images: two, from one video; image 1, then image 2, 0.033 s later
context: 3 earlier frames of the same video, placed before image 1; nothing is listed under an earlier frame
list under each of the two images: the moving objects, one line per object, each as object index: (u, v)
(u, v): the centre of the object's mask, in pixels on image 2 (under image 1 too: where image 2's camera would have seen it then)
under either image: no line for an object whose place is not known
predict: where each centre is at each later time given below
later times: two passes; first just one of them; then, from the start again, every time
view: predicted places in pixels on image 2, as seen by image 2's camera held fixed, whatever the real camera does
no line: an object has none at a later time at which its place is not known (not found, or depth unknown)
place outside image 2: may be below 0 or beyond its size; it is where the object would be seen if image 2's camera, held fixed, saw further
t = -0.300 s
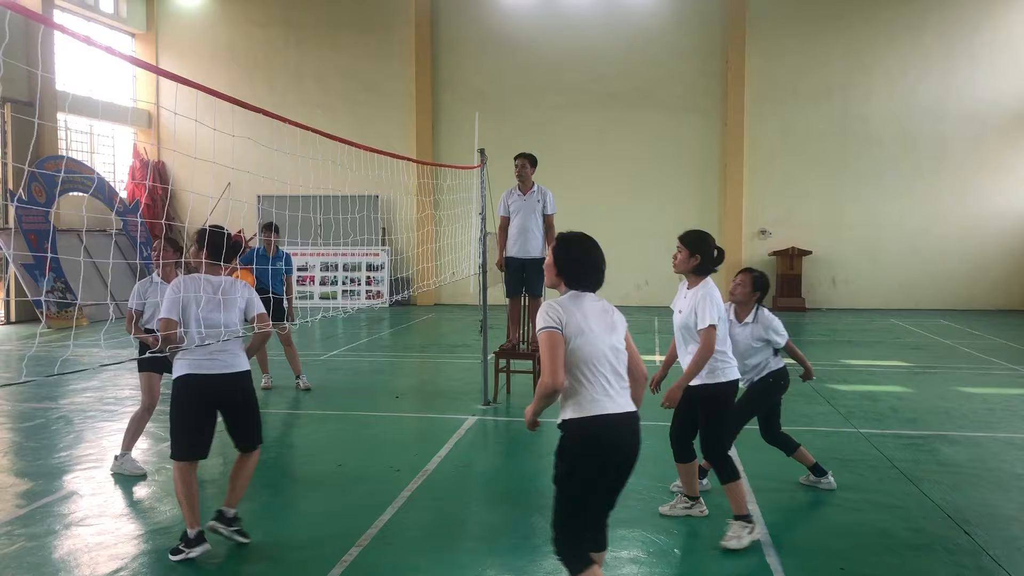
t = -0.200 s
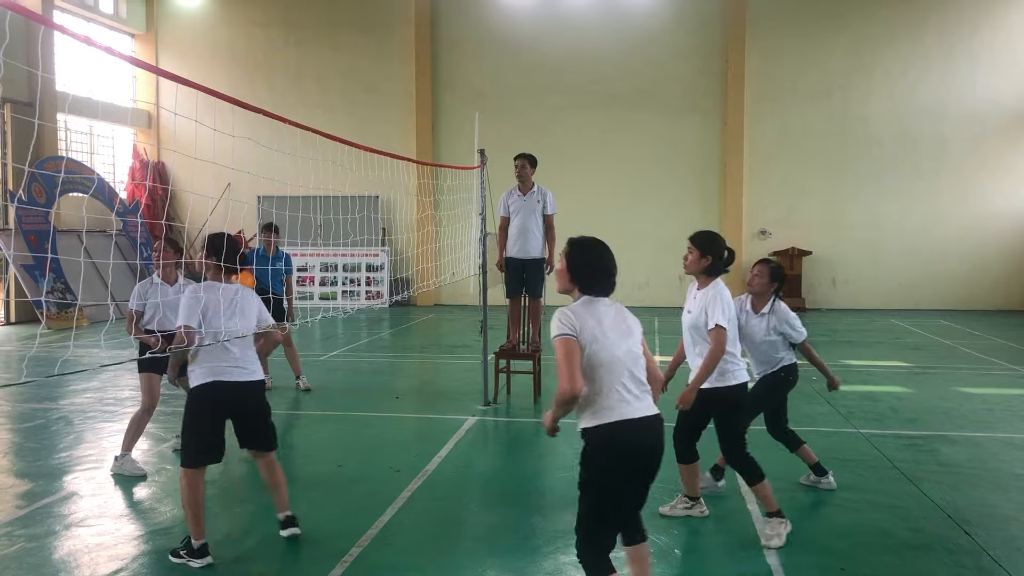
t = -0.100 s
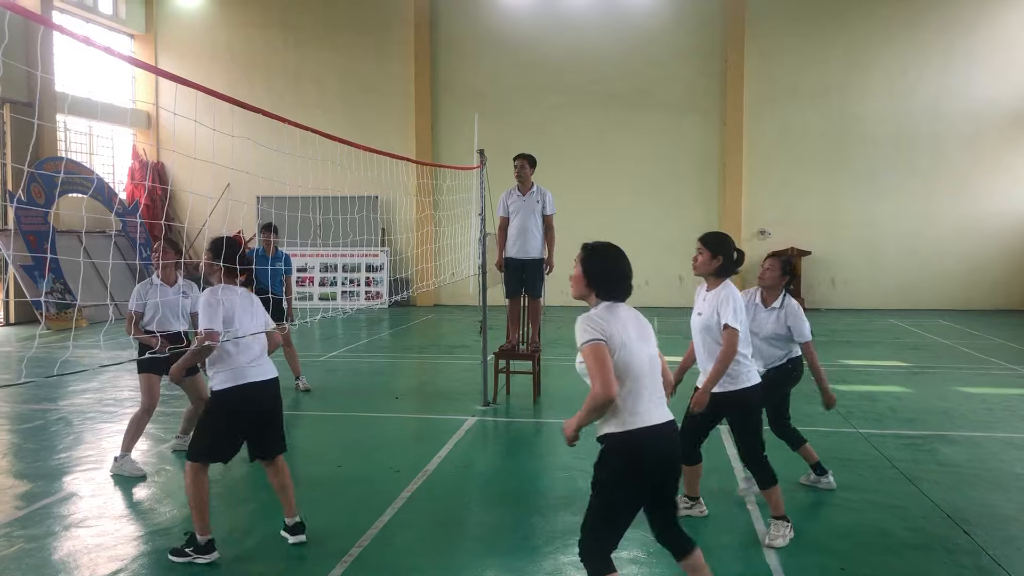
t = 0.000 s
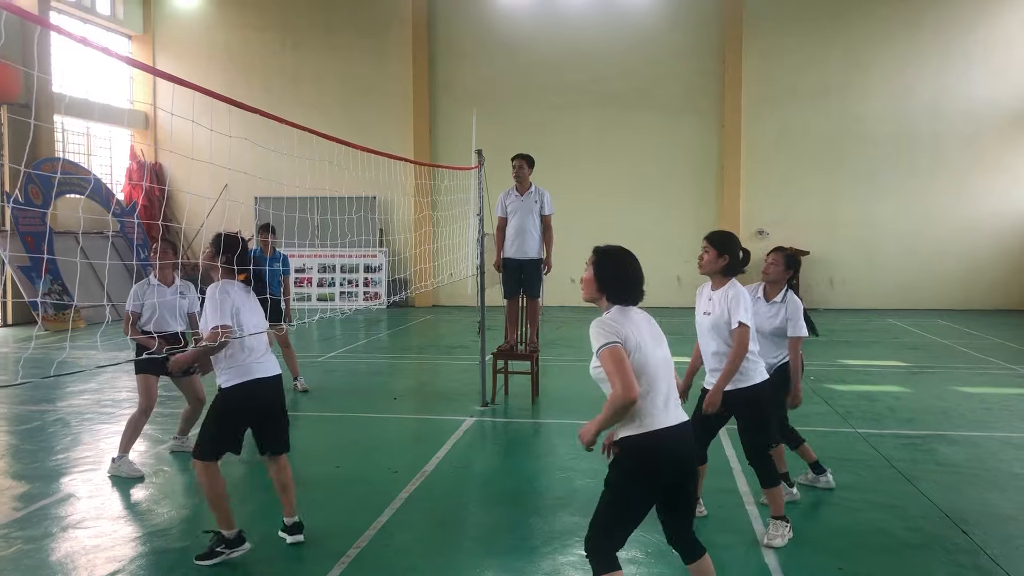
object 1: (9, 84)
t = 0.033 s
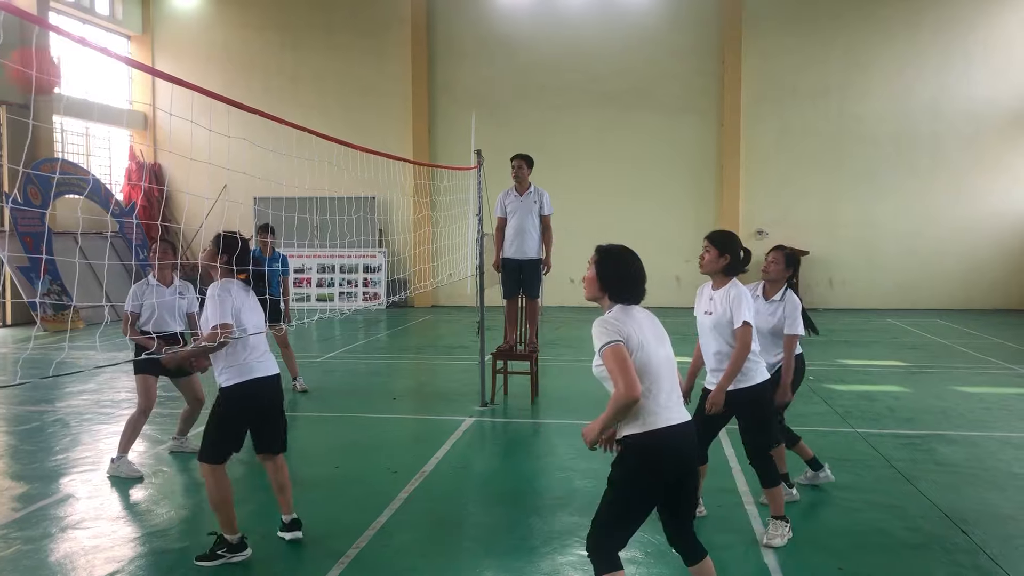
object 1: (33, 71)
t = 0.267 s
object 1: (357, 70)
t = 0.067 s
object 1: (80, 64)
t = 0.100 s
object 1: (128, 57)
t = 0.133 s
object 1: (172, 54)
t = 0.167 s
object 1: (218, 55)
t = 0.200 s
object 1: (263, 57)
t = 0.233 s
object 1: (310, 62)
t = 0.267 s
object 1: (357, 70)
